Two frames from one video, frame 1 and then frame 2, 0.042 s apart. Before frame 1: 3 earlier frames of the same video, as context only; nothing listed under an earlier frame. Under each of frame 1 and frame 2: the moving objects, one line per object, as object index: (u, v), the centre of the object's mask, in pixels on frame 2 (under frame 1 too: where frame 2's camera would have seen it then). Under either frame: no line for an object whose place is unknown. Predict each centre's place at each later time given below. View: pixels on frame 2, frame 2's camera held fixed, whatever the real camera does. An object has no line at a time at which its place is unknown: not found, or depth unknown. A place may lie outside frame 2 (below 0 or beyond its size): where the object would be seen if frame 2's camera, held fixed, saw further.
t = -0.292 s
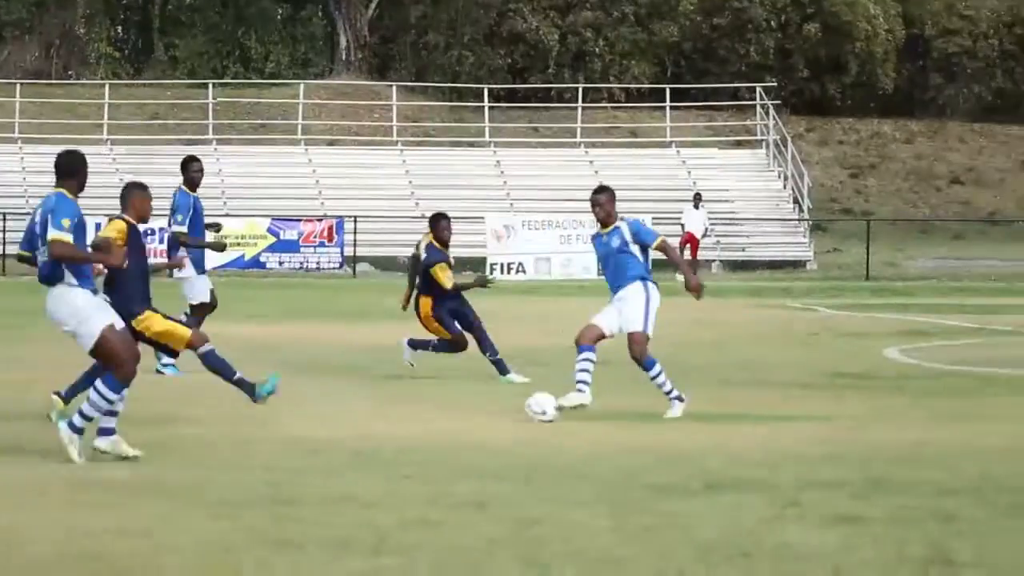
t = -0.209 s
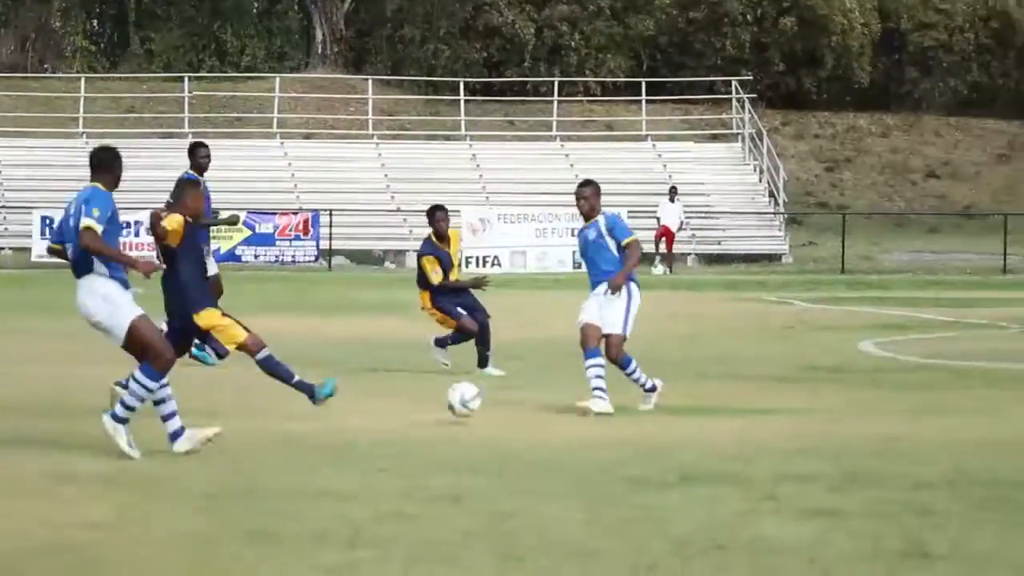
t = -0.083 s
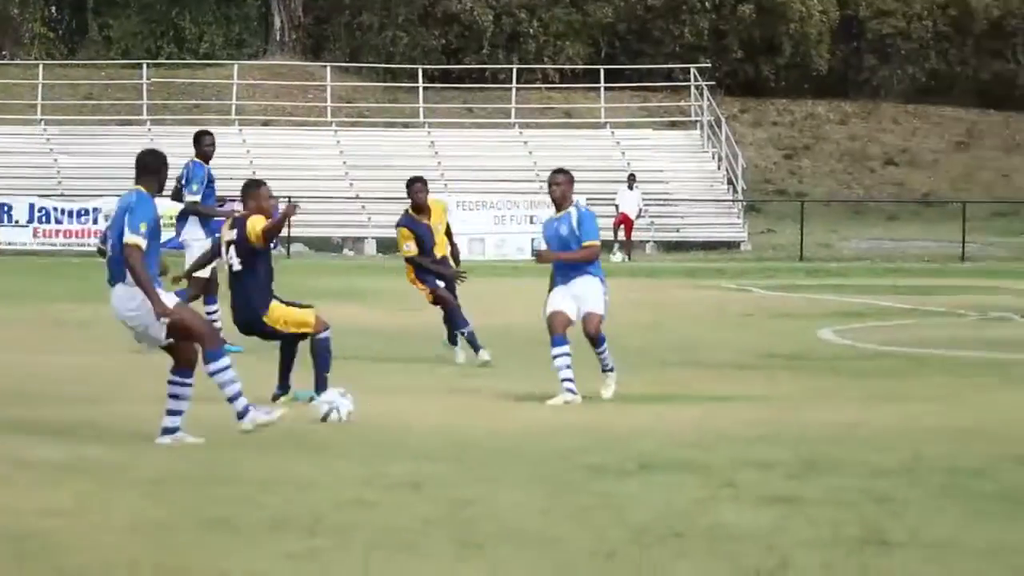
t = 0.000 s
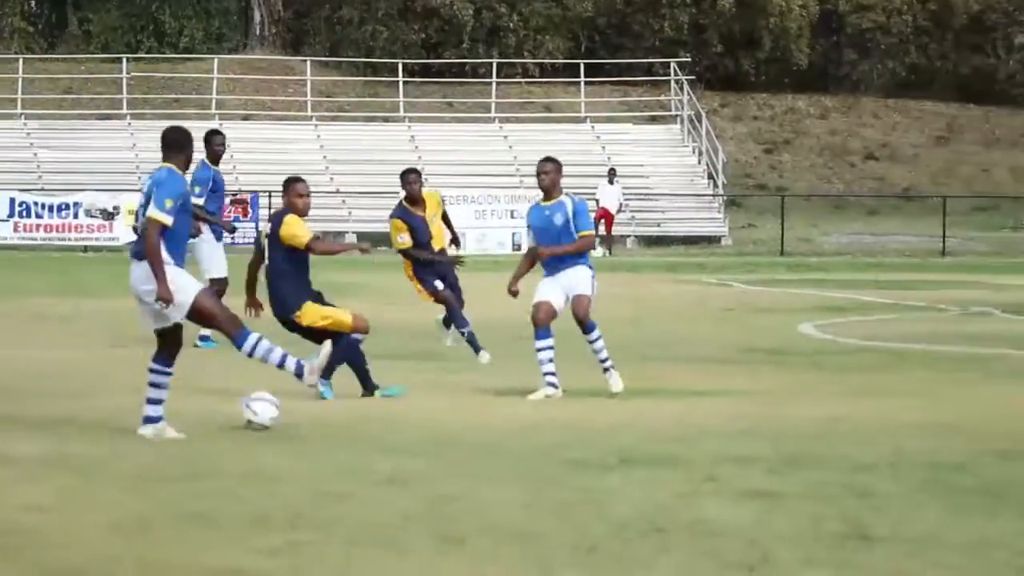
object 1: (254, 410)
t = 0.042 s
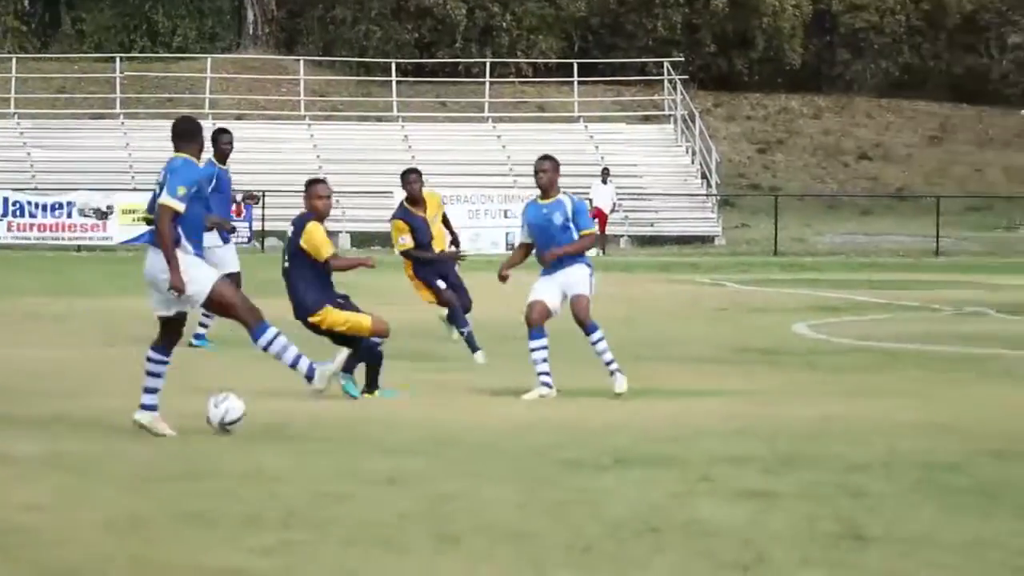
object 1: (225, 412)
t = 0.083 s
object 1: (197, 417)
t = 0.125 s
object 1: (168, 425)
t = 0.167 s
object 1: (139, 438)
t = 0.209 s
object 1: (110, 443)
